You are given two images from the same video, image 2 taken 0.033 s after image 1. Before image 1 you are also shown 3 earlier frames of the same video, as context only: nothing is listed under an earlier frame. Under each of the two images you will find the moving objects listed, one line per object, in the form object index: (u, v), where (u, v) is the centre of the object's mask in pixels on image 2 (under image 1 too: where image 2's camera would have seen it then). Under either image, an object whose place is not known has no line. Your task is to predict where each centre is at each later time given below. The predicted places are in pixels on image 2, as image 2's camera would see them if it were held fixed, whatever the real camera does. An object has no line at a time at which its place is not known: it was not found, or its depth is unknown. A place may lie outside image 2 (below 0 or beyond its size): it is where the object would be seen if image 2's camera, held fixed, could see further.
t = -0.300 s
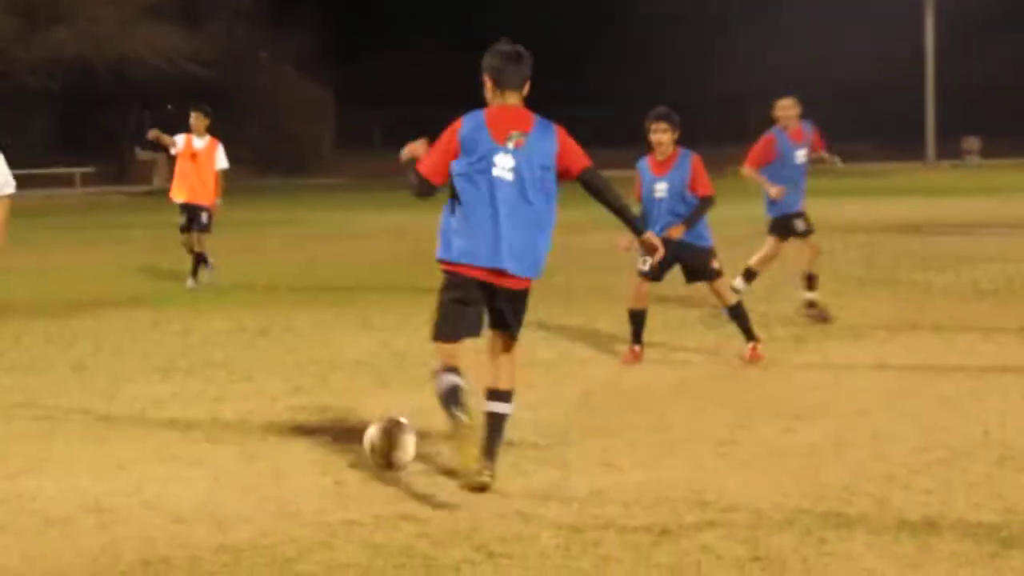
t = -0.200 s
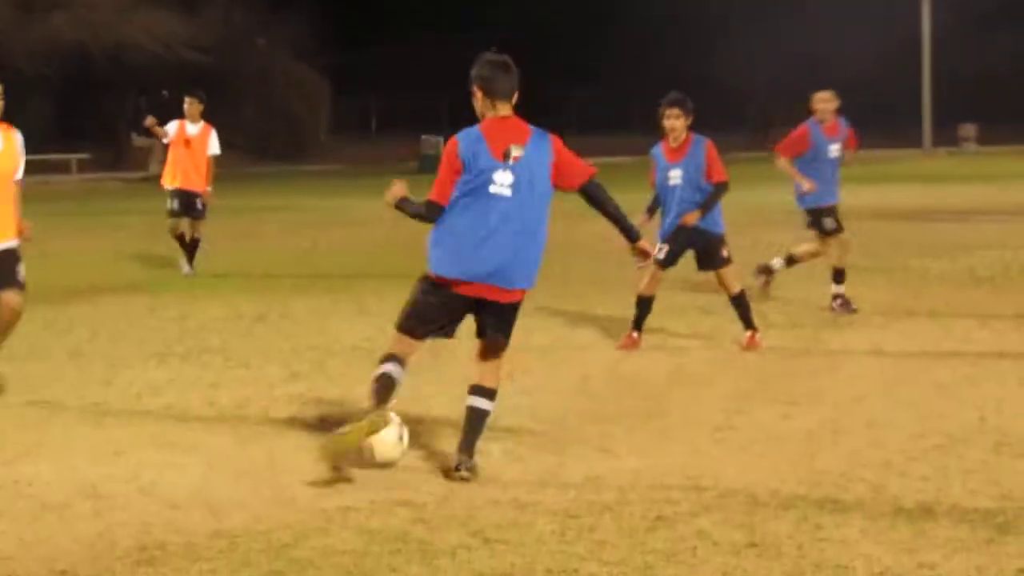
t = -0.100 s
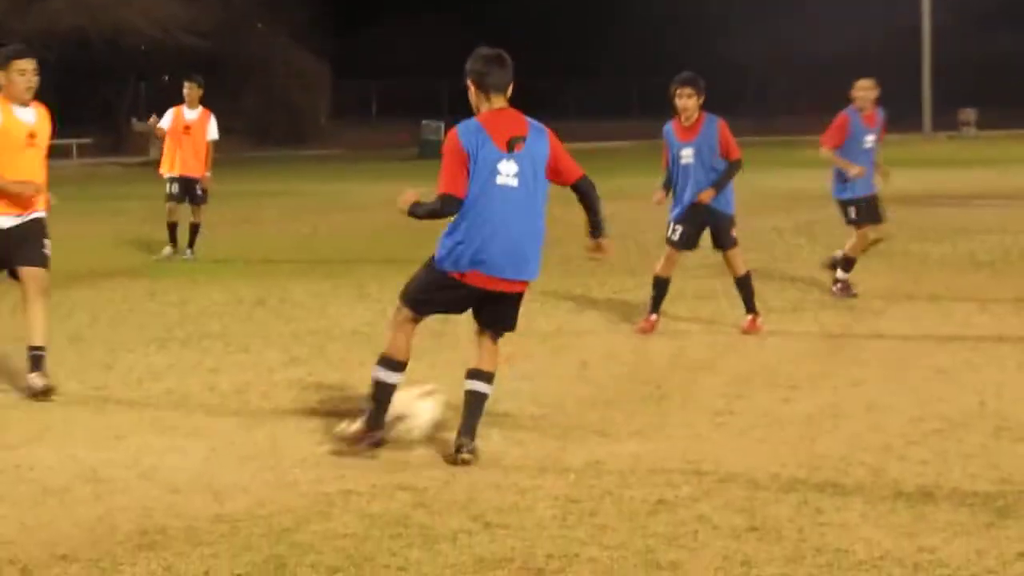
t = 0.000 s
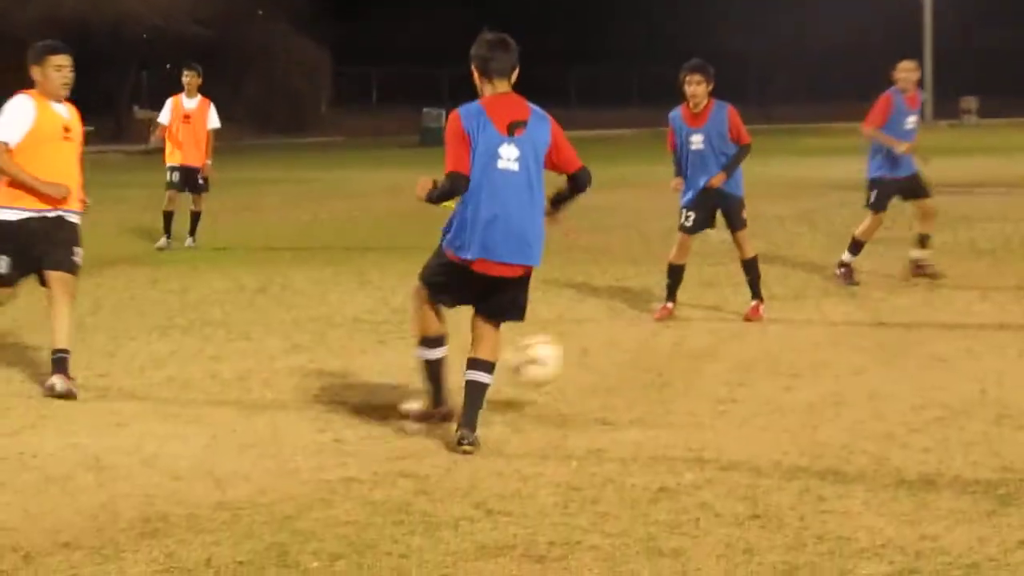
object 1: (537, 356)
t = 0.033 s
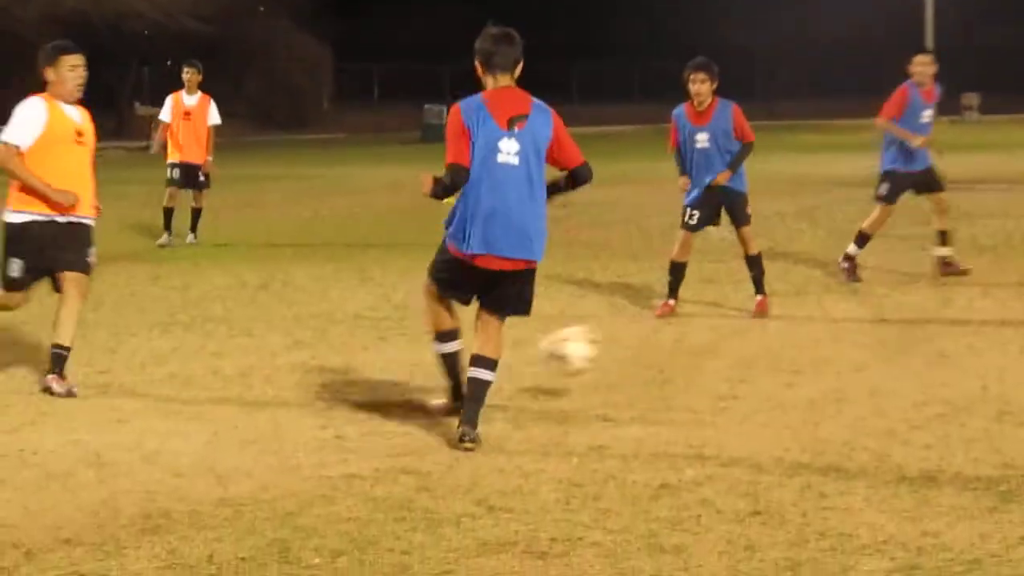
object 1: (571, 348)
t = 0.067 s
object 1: (604, 346)
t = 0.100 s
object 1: (638, 345)
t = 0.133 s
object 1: (667, 345)
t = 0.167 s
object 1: (700, 348)
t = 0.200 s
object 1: (725, 341)
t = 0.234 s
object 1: (747, 330)
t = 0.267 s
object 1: (768, 321)
